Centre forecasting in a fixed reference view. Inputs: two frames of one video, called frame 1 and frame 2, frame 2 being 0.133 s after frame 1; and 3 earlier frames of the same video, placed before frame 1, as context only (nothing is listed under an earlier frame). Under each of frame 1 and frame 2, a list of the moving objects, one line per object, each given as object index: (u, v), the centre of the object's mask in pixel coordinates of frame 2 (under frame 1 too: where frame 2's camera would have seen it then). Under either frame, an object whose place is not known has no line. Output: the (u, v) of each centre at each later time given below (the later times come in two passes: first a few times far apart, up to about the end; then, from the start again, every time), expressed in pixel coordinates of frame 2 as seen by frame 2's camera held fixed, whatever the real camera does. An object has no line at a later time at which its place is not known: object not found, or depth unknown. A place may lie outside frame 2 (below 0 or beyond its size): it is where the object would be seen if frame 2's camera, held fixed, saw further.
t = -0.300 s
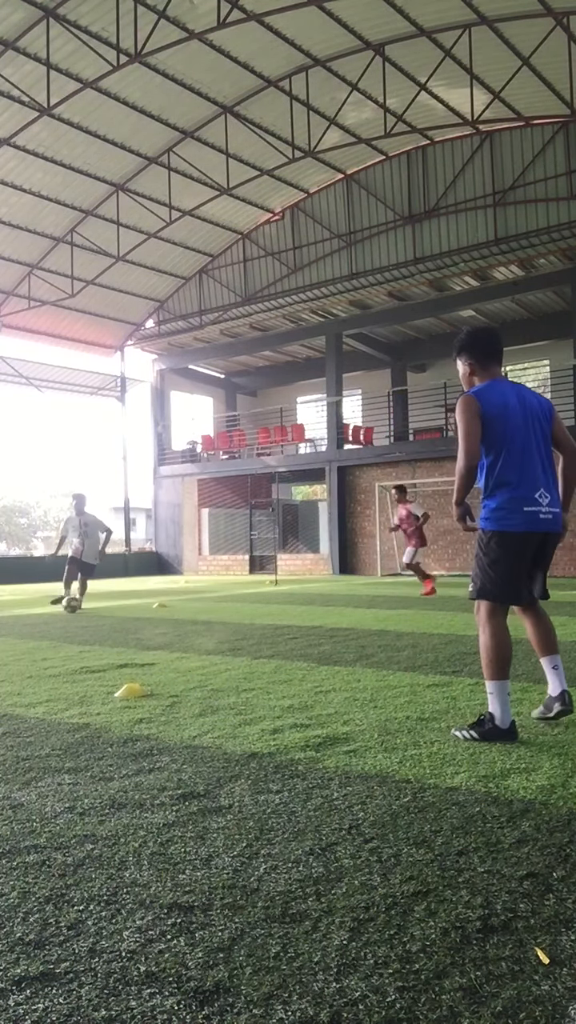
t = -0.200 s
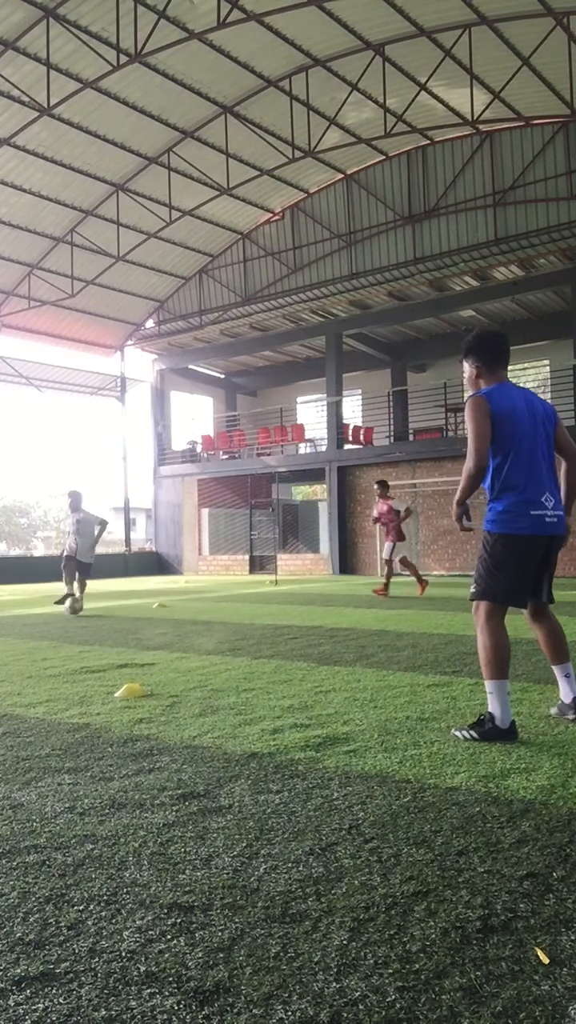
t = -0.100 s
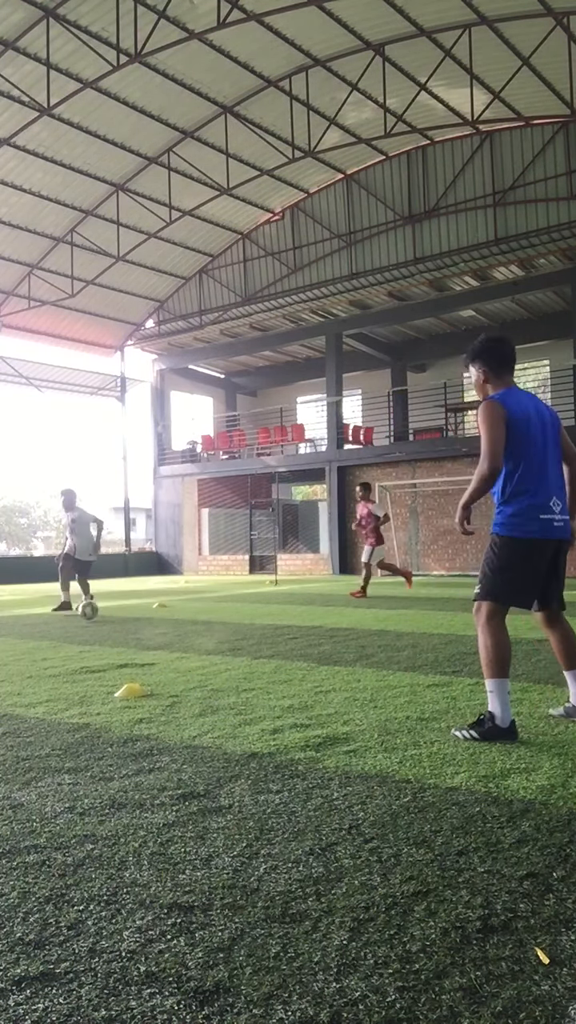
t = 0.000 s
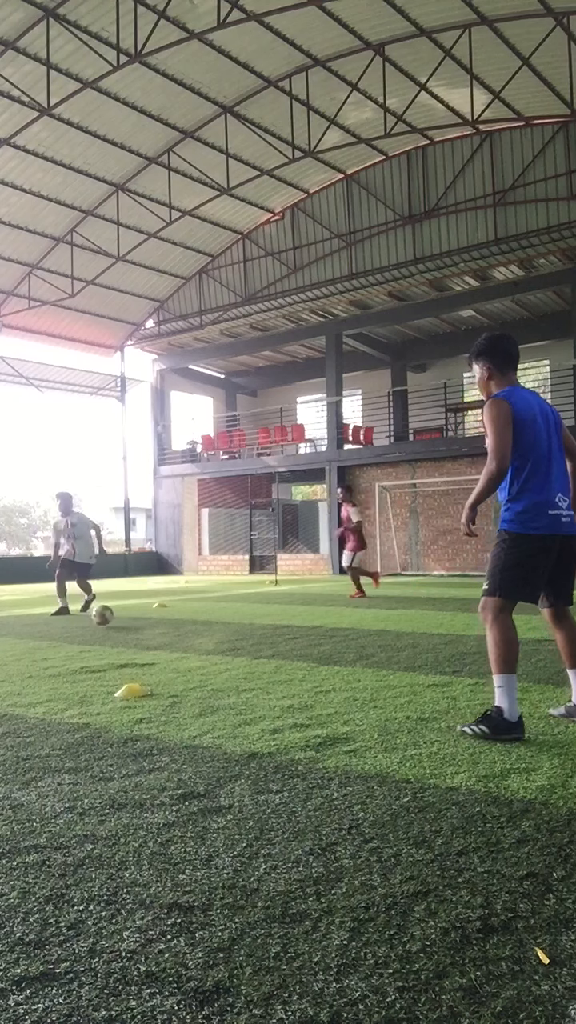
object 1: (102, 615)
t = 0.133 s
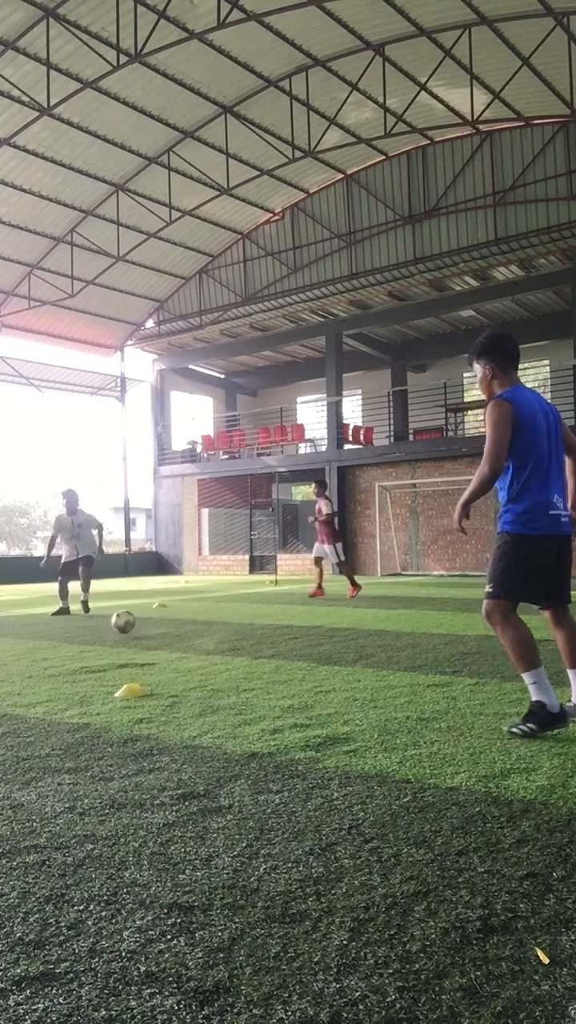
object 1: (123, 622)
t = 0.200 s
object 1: (134, 624)
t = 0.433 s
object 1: (182, 646)
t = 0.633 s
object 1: (241, 665)
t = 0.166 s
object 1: (128, 622)
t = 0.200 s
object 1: (134, 624)
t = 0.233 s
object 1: (140, 627)
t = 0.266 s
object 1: (146, 632)
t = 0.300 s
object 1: (152, 634)
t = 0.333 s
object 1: (159, 637)
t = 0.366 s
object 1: (167, 640)
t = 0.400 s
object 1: (175, 642)
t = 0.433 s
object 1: (182, 646)
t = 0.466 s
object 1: (190, 648)
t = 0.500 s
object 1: (200, 650)
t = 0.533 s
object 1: (209, 654)
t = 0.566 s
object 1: (219, 658)
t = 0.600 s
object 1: (230, 661)
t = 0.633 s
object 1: (241, 665)
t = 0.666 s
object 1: (254, 671)
